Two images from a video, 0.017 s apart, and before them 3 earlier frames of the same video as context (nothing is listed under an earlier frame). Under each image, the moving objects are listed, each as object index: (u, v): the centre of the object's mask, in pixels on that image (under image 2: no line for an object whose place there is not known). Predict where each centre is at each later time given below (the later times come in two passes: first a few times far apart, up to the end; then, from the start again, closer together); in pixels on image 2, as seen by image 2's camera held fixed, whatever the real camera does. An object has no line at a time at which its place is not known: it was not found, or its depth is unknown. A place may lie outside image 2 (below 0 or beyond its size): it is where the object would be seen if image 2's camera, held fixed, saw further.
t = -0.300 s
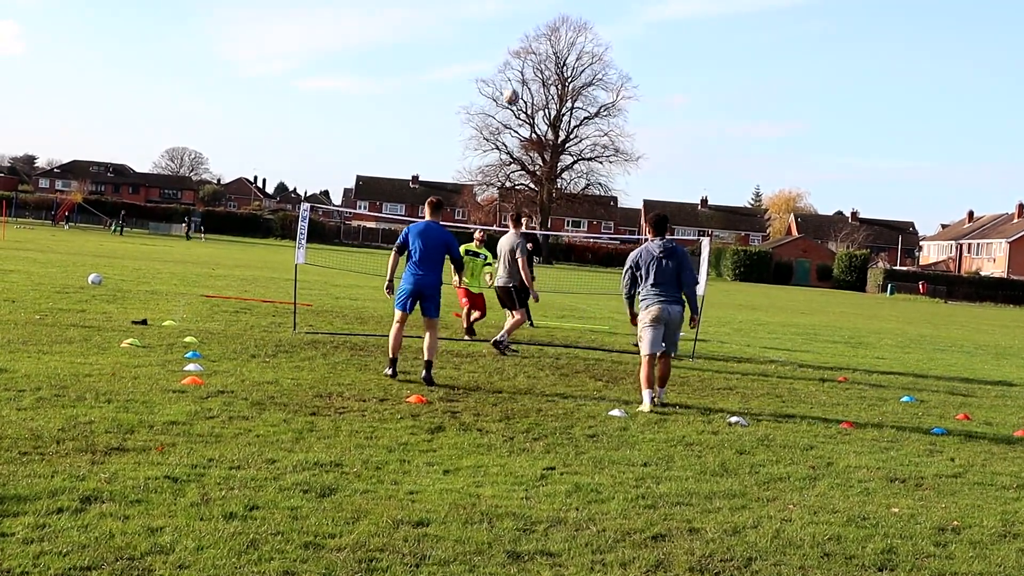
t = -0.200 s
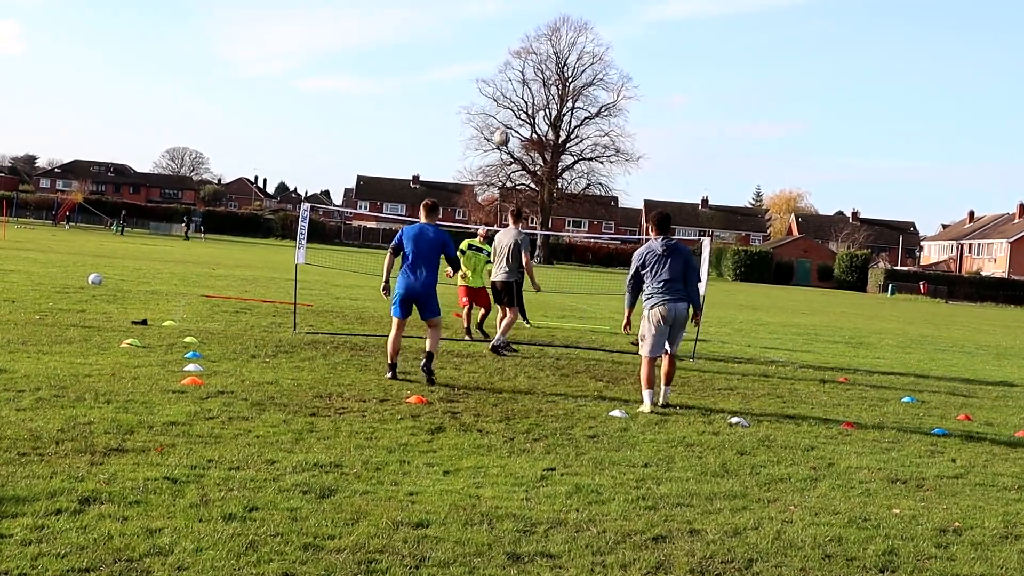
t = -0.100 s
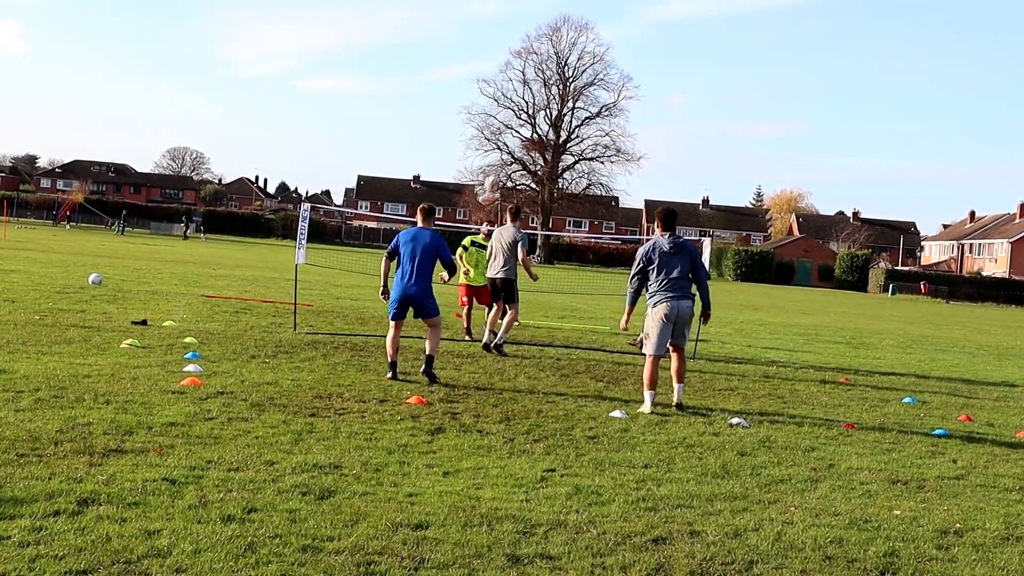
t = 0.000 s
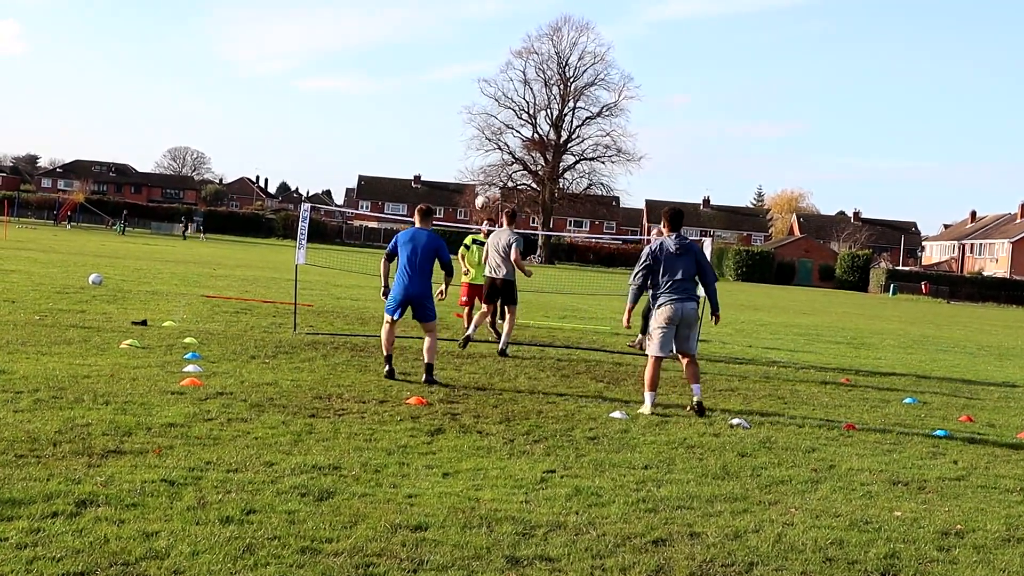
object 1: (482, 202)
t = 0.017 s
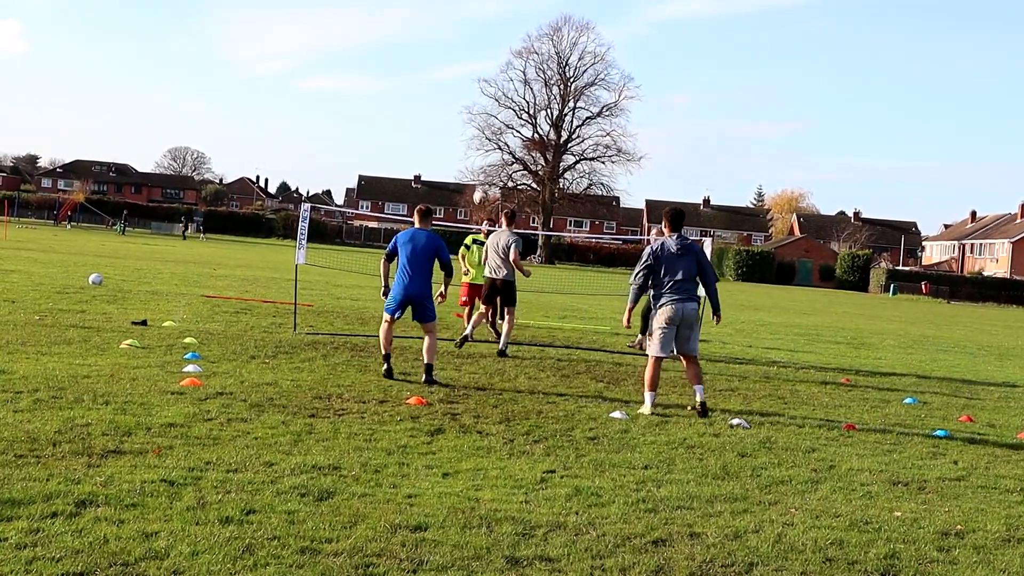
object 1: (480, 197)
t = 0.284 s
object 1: (449, 129)
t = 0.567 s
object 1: (407, 114)
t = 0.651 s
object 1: (393, 122)
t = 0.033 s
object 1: (479, 192)
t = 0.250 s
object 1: (454, 135)
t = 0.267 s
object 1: (452, 132)
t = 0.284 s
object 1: (449, 129)
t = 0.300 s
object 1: (447, 126)
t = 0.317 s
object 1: (445, 124)
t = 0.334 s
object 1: (442, 122)
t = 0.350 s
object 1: (440, 120)
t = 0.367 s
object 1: (438, 118)
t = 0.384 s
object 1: (435, 117)
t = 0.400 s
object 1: (433, 115)
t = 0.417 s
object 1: (430, 114)
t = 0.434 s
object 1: (428, 113)
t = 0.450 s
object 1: (426, 112)
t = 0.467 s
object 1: (423, 112)
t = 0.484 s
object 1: (420, 112)
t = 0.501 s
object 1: (418, 112)
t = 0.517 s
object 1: (415, 112)
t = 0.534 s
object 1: (413, 113)
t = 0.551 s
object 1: (410, 113)
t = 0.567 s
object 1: (407, 114)
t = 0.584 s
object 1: (403, 115)
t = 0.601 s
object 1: (401, 116)
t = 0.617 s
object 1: (399, 118)
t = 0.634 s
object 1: (396, 120)
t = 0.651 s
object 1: (393, 122)
